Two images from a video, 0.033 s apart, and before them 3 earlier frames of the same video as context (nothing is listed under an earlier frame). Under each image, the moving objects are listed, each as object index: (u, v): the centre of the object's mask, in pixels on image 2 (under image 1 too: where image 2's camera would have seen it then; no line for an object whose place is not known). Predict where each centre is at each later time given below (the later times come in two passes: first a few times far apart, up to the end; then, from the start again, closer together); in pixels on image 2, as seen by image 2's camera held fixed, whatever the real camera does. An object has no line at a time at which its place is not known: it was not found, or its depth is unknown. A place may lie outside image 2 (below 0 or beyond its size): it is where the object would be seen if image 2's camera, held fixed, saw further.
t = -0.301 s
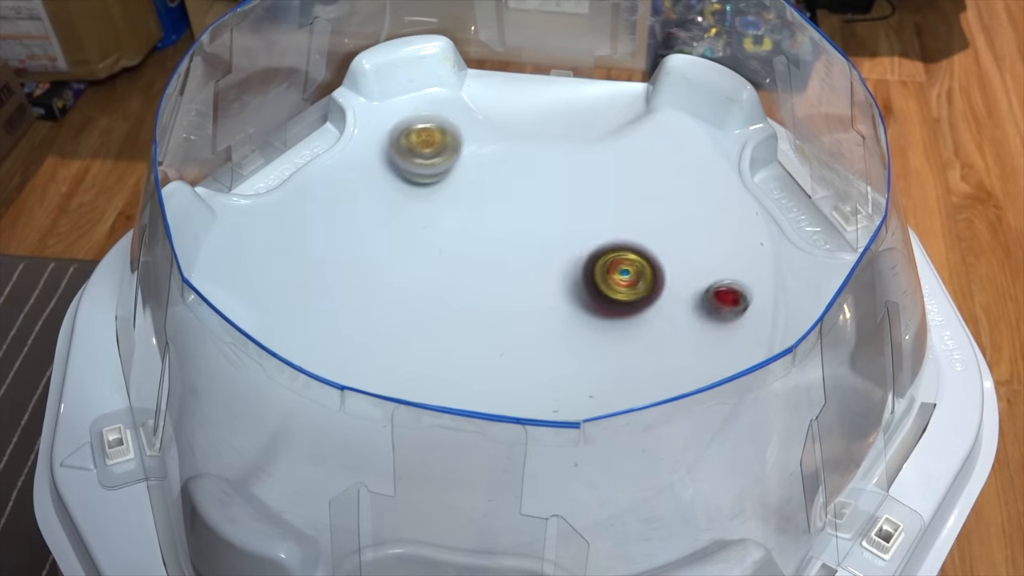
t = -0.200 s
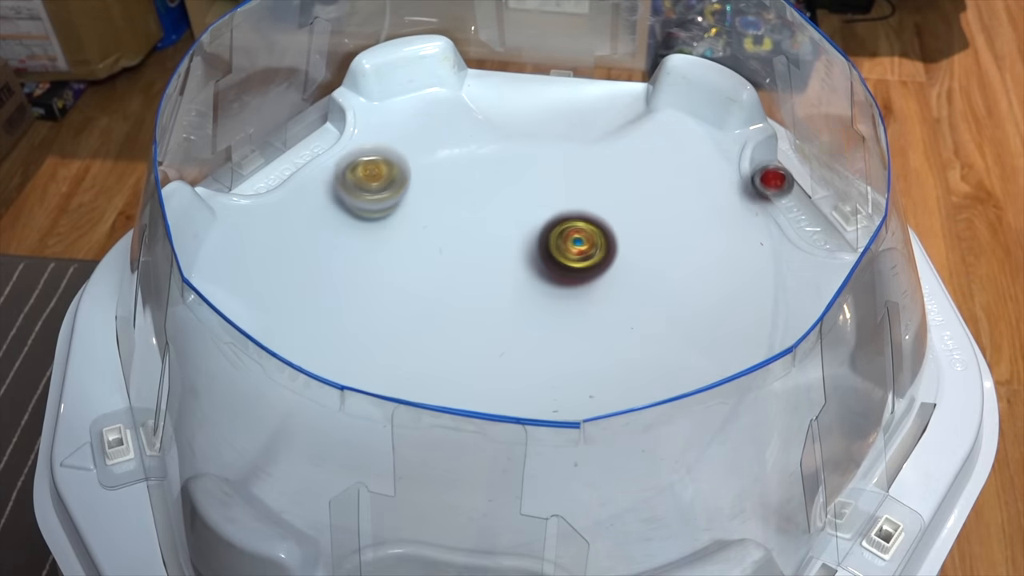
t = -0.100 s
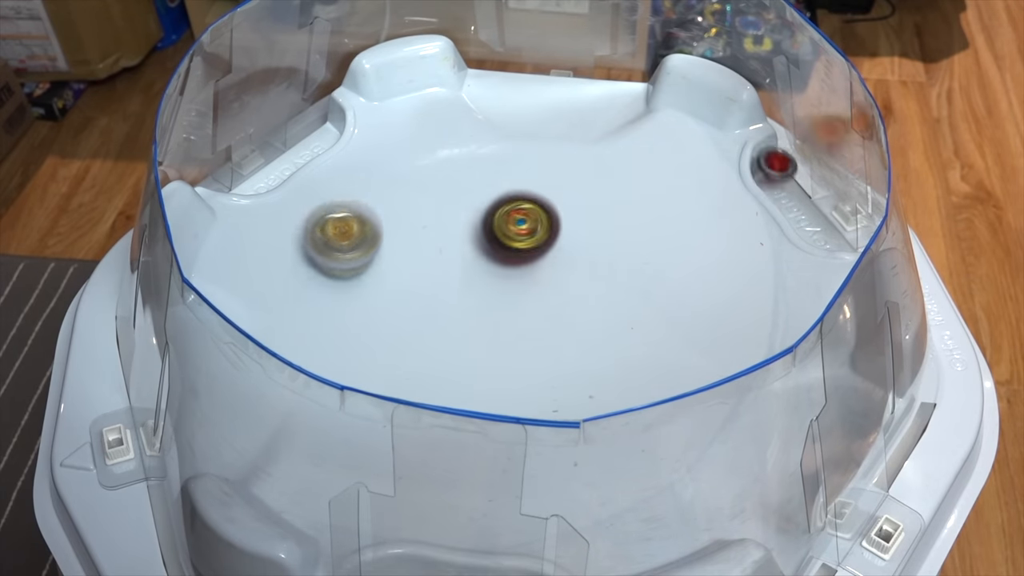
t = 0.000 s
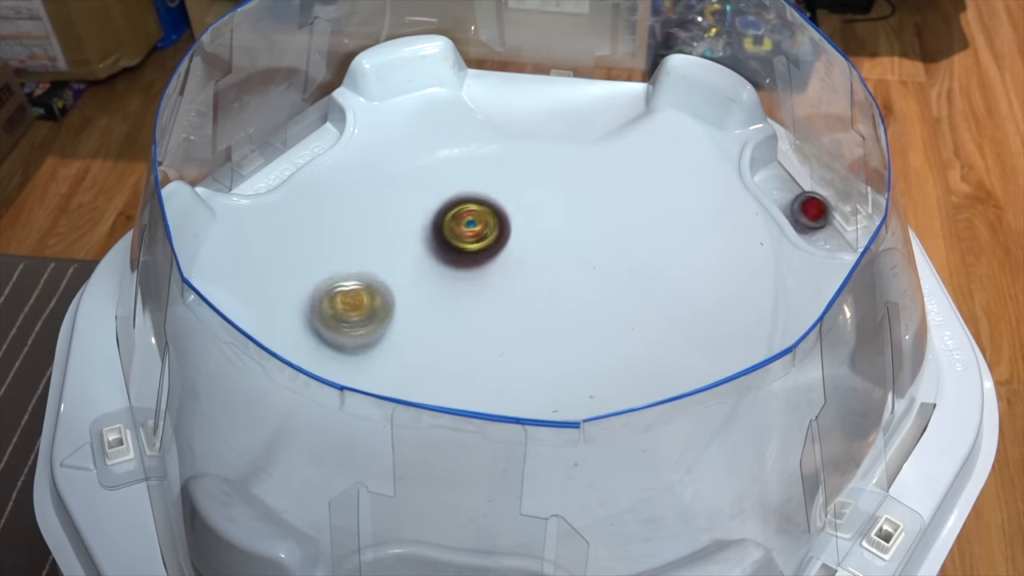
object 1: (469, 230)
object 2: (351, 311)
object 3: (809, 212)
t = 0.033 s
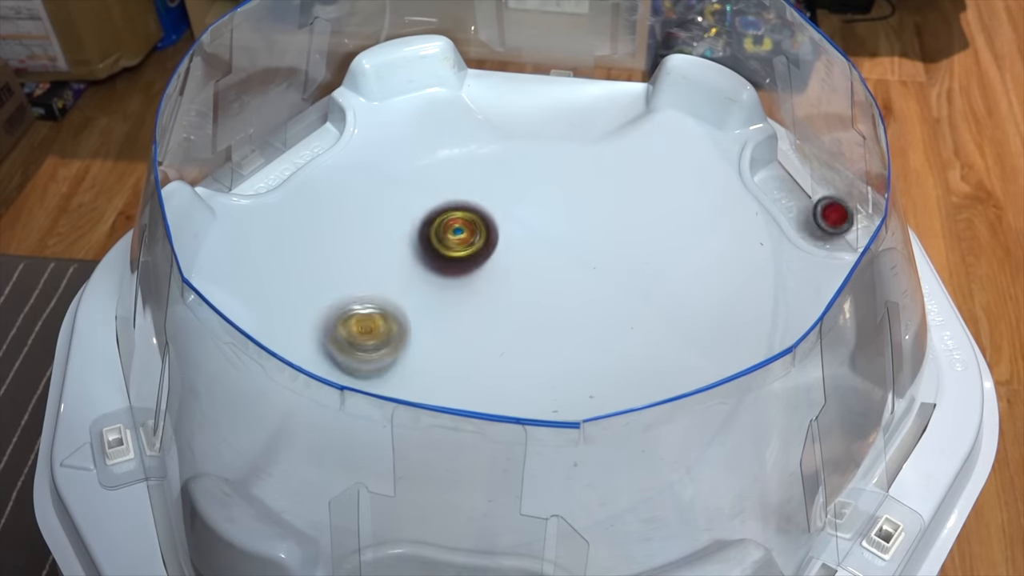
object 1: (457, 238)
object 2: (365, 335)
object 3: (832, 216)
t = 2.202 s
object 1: (418, 295)
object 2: (311, 156)
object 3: (800, 209)
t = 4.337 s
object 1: (498, 234)
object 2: (291, 138)
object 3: (798, 208)
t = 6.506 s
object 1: (440, 324)
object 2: (665, 384)
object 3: (798, 208)
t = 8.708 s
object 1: (505, 334)
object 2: (349, 349)
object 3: (798, 208)
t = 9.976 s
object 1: (477, 343)
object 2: (504, 281)
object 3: (797, 208)
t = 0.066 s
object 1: (451, 242)
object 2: (375, 347)
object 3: (832, 227)
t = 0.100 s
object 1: (443, 254)
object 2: (400, 365)
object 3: (833, 239)
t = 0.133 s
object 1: (438, 268)
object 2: (428, 386)
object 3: (816, 226)
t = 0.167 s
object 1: (437, 284)
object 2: (461, 399)
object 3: (819, 213)
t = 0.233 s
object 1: (447, 319)
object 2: (534, 407)
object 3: (799, 189)
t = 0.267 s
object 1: (458, 334)
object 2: (569, 401)
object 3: (787, 188)
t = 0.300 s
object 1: (473, 350)
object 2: (602, 386)
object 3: (795, 175)
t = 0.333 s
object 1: (491, 362)
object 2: (630, 374)
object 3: (775, 177)
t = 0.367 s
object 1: (511, 372)
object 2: (655, 358)
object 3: (767, 171)
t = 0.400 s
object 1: (535, 377)
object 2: (672, 339)
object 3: (771, 160)
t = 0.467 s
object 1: (578, 379)
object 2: (691, 297)
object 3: (771, 164)
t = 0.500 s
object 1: (598, 375)
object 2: (691, 276)
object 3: (771, 172)
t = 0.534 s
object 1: (614, 369)
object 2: (689, 257)
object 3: (780, 184)
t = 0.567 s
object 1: (627, 360)
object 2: (682, 239)
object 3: (789, 194)
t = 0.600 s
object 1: (637, 349)
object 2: (671, 222)
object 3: (795, 201)
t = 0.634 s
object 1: (643, 337)
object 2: (657, 208)
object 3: (799, 205)
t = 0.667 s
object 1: (645, 323)
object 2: (641, 196)
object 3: (801, 208)
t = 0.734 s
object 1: (638, 297)
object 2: (600, 178)
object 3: (802, 209)
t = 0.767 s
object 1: (630, 284)
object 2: (578, 174)
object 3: (802, 208)
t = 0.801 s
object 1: (619, 273)
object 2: (554, 172)
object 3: (802, 208)
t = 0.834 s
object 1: (605, 262)
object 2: (531, 173)
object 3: (802, 209)
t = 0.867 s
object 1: (589, 254)
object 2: (506, 178)
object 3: (802, 208)
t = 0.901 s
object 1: (571, 248)
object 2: (483, 186)
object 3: (801, 208)
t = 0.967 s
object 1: (532, 245)
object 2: (442, 214)
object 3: (801, 208)
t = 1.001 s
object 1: (511, 248)
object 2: (425, 233)
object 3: (801, 208)
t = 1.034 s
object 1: (496, 254)
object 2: (409, 253)
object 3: (801, 208)
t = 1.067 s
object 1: (491, 261)
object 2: (388, 273)
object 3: (801, 208)
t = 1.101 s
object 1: (486, 274)
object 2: (371, 295)
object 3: (801, 208)
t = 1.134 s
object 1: (483, 286)
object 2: (362, 317)
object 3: (801, 208)
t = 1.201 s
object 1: (479, 315)
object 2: (367, 357)
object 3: (801, 208)
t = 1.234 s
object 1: (480, 329)
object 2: (377, 380)
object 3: (801, 208)
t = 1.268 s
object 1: (482, 343)
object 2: (390, 397)
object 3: (801, 208)
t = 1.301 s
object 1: (487, 356)
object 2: (412, 414)
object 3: (801, 208)
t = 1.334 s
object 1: (494, 365)
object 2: (435, 426)
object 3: (801, 208)
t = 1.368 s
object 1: (504, 373)
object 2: (462, 432)
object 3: (801, 208)
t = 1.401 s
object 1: (515, 376)
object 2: (485, 440)
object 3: (801, 208)
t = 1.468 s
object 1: (541, 377)
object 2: (536, 452)
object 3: (801, 208)
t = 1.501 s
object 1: (552, 375)
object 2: (564, 458)
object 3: (801, 208)
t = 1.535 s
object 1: (565, 372)
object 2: (597, 456)
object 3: (801, 208)
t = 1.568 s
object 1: (576, 366)
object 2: (626, 444)
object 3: (801, 208)
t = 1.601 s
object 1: (585, 358)
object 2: (655, 433)
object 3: (801, 208)
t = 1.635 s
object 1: (590, 348)
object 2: (680, 418)
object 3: (801, 208)
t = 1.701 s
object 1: (592, 329)
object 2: (718, 375)
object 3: (801, 208)
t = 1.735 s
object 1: (588, 319)
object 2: (724, 344)
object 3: (801, 208)
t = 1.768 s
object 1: (581, 310)
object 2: (726, 320)
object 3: (801, 208)
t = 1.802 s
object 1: (572, 302)
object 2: (719, 293)
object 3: (801, 208)
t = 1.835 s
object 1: (561, 294)
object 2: (705, 266)
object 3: (801, 208)
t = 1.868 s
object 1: (548, 287)
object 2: (685, 240)
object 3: (801, 208)
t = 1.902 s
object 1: (533, 282)
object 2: (657, 217)
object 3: (801, 208)
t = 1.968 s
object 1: (501, 275)
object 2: (591, 178)
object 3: (801, 208)
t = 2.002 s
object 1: (485, 274)
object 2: (553, 164)
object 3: (801, 208)
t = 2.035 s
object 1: (470, 275)
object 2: (514, 152)
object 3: (801, 208)
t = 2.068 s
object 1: (456, 276)
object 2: (471, 146)
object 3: (801, 208)
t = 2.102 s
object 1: (445, 279)
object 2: (432, 141)
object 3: (800, 209)
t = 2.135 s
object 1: (434, 283)
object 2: (390, 143)
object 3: (800, 209)
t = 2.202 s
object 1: (418, 295)
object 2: (311, 156)
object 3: (800, 209)
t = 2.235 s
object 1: (413, 301)
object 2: (274, 164)
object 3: (800, 209)
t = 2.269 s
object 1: (410, 308)
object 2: (245, 183)
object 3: (800, 209)
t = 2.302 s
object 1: (410, 316)
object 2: (232, 206)
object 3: (800, 209)
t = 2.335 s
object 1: (412, 323)
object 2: (237, 238)
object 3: (800, 209)
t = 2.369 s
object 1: (417, 331)
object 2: (245, 277)
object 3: (800, 209)
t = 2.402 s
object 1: (426, 339)
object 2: (255, 313)
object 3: (800, 209)
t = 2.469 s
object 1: (449, 350)
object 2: (274, 378)
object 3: (800, 209)
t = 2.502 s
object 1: (462, 353)
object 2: (285, 404)
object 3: (800, 209)
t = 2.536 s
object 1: (477, 353)
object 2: (301, 427)
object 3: (800, 209)
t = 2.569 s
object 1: (492, 353)
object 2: (324, 449)
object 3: (800, 209)
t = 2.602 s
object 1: (507, 350)
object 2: (357, 471)
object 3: (800, 209)
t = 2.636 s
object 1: (521, 345)
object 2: (398, 487)
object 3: (800, 209)
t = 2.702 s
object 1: (543, 328)
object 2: (491, 506)
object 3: (800, 209)
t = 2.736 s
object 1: (551, 317)
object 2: (550, 505)
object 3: (800, 209)
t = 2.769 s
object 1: (558, 306)
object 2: (603, 498)
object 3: (800, 209)
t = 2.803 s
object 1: (562, 295)
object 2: (657, 487)
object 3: (800, 209)
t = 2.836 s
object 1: (563, 284)
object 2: (704, 465)
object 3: (800, 209)
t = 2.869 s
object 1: (562, 272)
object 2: (752, 452)
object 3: (800, 209)
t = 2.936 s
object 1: (555, 252)
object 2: (831, 412)
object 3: (800, 209)
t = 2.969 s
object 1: (549, 244)
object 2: (833, 380)
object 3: (800, 209)
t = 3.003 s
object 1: (542, 237)
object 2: (825, 346)
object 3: (800, 209)
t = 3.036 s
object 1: (535, 232)
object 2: (788, 317)
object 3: (800, 208)
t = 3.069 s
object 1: (526, 228)
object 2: (762, 309)
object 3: (800, 209)
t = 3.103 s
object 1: (517, 227)
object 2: (728, 293)
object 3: (800, 209)
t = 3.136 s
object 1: (508, 226)
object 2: (692, 275)
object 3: (800, 209)
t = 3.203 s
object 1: (491, 231)
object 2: (613, 235)
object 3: (799, 209)
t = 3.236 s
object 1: (484, 236)
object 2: (571, 216)
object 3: (799, 209)
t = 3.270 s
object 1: (464, 248)
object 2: (537, 192)
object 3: (799, 209)
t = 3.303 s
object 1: (431, 264)
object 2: (518, 166)
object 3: (799, 209)
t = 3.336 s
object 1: (402, 283)
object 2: (497, 143)
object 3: (799, 209)
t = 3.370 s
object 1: (382, 298)
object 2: (475, 125)
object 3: (799, 209)
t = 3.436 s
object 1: (361, 333)
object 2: (430, 102)
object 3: (799, 209)
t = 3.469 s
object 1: (361, 348)
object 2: (405, 97)
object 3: (799, 209)
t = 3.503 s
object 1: (368, 360)
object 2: (382, 92)
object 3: (799, 209)
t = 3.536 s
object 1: (376, 379)
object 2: (359, 96)
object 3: (799, 209)
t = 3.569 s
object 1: (391, 392)
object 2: (342, 97)
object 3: (799, 209)
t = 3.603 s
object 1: (409, 402)
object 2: (330, 113)
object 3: (799, 209)
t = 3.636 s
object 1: (431, 410)
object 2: (310, 121)
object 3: (799, 209)
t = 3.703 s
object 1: (480, 416)
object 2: (282, 141)
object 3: (799, 208)
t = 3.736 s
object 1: (507, 414)
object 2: (268, 154)
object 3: (799, 208)
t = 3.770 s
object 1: (531, 408)
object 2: (256, 162)
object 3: (799, 208)
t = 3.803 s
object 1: (554, 398)
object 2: (244, 166)
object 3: (799, 208)
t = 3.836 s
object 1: (574, 387)
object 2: (239, 165)
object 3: (799, 208)
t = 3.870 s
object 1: (589, 378)
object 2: (237, 165)
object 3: (799, 208)
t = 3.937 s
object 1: (610, 348)
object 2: (257, 164)
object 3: (799, 208)
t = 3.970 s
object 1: (617, 332)
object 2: (271, 159)
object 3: (799, 209)
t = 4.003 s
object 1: (616, 316)
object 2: (281, 146)
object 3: (799, 209)
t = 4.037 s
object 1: (614, 300)
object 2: (293, 134)
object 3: (799, 209)
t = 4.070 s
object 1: (608, 286)
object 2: (308, 123)
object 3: (799, 208)
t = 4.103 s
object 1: (599, 273)
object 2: (321, 115)
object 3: (799, 208)
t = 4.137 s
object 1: (588, 261)
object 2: (333, 107)
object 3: (798, 208)
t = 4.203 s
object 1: (561, 243)
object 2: (332, 102)
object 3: (798, 208)
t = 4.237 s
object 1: (546, 238)
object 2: (323, 112)
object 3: (798, 208)
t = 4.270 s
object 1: (530, 234)
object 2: (313, 120)
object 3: (798, 208)
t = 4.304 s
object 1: (513, 233)
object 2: (299, 129)
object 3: (798, 208)
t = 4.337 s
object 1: (498, 234)
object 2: (291, 138)
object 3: (798, 208)
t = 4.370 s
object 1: (484, 237)
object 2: (279, 146)
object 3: (798, 208)
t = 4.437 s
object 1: (458, 249)
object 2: (253, 161)
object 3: (798, 208)
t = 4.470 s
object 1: (449, 258)
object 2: (250, 162)
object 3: (798, 208)
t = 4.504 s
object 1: (442, 267)
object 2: (252, 165)
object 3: (798, 208)
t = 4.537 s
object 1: (437, 278)
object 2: (254, 165)
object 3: (798, 208)
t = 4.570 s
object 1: (435, 290)
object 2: (263, 171)
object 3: (798, 208)
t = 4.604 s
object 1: (436, 301)
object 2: (274, 181)
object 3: (798, 208)
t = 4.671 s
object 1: (447, 323)
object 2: (301, 205)
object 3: (798, 208)
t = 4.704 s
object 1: (455, 333)
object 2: (316, 224)
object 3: (798, 208)
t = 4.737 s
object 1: (467, 342)
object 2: (334, 243)
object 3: (798, 208)
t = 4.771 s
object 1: (479, 349)
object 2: (356, 265)
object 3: (798, 208)
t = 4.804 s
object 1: (494, 354)
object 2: (379, 289)
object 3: (798, 208)
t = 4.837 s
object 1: (509, 357)
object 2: (402, 314)
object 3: (798, 208)
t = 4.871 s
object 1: (525, 357)
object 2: (431, 337)
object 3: (798, 208)
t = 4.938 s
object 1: (611, 355)
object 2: (430, 365)
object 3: (798, 208)
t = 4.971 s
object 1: (660, 350)
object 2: (421, 372)
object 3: (798, 208)
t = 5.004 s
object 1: (701, 339)
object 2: (410, 383)
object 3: (798, 208)
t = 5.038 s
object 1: (732, 330)
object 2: (408, 394)
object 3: (798, 208)
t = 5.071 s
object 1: (758, 319)
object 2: (406, 400)
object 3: (798, 208)
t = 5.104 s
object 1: (776, 307)
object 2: (407, 406)
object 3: (798, 208)
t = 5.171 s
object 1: (797, 287)
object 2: (413, 410)
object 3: (798, 208)
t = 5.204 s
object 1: (802, 279)
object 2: (421, 409)
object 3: (798, 208)
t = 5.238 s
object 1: (806, 272)
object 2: (431, 406)
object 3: (798, 208)
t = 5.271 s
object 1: (809, 266)
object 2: (444, 400)
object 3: (798, 208)
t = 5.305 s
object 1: (808, 263)
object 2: (460, 394)
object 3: (798, 208)
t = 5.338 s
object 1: (806, 260)
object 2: (476, 380)
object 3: (798, 208)
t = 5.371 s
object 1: (801, 259)
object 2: (491, 372)
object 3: (798, 208)
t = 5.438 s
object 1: (784, 257)
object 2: (518, 335)
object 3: (798, 208)
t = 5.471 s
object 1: (775, 259)
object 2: (528, 313)
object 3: (798, 208)
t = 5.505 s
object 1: (763, 260)
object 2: (534, 291)
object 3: (798, 208)
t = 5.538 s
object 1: (750, 261)
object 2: (537, 267)
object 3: (798, 208)
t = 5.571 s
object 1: (736, 265)
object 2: (537, 244)
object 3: (798, 208)
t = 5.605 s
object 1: (719, 268)
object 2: (533, 223)
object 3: (798, 208)
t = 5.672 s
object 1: (684, 277)
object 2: (520, 189)
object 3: (798, 208)
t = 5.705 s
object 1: (660, 282)
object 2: (508, 175)
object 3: (798, 208)
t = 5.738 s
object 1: (638, 287)
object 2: (499, 164)
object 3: (798, 208)
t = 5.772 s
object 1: (615, 293)
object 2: (488, 153)
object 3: (798, 208)
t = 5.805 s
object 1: (590, 299)
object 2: (478, 145)
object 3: (798, 208)
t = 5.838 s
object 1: (566, 302)
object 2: (471, 138)
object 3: (798, 208)
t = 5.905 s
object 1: (522, 311)
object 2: (460, 129)
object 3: (798, 208)
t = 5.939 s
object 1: (501, 315)
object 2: (455, 129)
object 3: (798, 208)
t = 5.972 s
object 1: (483, 319)
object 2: (452, 131)
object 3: (798, 208)
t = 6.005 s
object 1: (468, 322)
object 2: (450, 138)
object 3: (798, 208)
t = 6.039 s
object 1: (454, 326)
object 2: (447, 146)
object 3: (798, 208)
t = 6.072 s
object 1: (442, 330)
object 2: (446, 157)
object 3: (798, 208)
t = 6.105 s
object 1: (433, 332)
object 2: (446, 171)
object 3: (798, 208)
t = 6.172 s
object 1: (423, 339)
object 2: (451, 210)
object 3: (798, 208)
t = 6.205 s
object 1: (420, 342)
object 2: (457, 235)
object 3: (798, 208)
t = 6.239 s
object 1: (419, 343)
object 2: (468, 262)
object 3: (798, 208)
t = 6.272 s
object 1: (418, 344)
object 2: (484, 290)
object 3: (798, 208)
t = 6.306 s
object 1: (419, 344)
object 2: (504, 316)
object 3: (798, 208)
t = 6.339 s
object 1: (421, 342)
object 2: (527, 339)
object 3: (798, 208)
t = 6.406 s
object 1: (428, 338)
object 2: (580, 371)
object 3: (798, 208)
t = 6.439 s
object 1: (431, 333)
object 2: (609, 377)
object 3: (798, 208)
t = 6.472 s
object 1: (435, 330)
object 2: (638, 383)
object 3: (798, 208)
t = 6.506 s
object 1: (440, 324)
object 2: (665, 384)
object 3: (798, 208)
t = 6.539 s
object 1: (446, 319)
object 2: (692, 384)
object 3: (798, 208)
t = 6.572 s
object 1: (451, 313)
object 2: (717, 384)
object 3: (798, 208)
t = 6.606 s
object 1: (457, 307)
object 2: (741, 385)
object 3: (798, 208)
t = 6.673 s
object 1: (468, 293)
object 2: (780, 398)
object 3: (798, 208)
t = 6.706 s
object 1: (473, 286)
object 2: (796, 404)
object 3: (798, 208)
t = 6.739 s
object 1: (478, 279)
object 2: (810, 416)
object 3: (798, 208)
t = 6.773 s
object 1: (482, 272)
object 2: (819, 427)
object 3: (798, 208)
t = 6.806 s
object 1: (487, 266)
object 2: (813, 431)
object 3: (798, 208)
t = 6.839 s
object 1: (492, 260)
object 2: (797, 430)
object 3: (798, 208)
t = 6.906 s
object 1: (501, 249)
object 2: (764, 433)
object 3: (798, 208)
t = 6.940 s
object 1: (506, 245)
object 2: (746, 434)
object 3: (798, 208)
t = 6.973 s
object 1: (510, 241)
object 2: (725, 438)
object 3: (798, 208)
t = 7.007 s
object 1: (515, 238)
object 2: (707, 438)
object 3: (798, 208)
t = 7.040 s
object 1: (519, 236)
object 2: (688, 438)
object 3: (798, 208)
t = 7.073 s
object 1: (524, 235)
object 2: (671, 437)
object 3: (798, 208)
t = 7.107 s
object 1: (529, 235)
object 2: (657, 431)
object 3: (798, 208)
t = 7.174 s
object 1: (538, 238)
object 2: (623, 410)
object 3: (798, 208)
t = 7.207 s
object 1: (542, 241)
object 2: (608, 395)
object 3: (798, 208)
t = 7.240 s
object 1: (547, 244)
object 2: (595, 381)
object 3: (798, 208)
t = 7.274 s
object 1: (552, 248)
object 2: (580, 365)
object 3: (798, 208)
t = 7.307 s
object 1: (556, 252)
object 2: (564, 349)
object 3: (798, 208)
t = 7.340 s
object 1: (561, 257)
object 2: (545, 330)
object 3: (798, 208)
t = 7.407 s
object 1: (582, 236)
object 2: (485, 326)
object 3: (798, 208)
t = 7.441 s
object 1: (590, 228)
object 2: (452, 324)
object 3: (798, 208)
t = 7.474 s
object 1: (596, 223)
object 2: (421, 322)
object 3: (798, 208)
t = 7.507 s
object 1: (601, 220)
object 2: (393, 322)
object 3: (798, 208)
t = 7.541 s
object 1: (603, 220)
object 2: (369, 322)
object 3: (798, 208)
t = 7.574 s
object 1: (606, 221)
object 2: (348, 324)
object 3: (798, 208)
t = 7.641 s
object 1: (609, 227)
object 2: (309, 324)
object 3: (798, 208)
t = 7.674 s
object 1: (609, 231)
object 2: (292, 322)
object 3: (798, 208)
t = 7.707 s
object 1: (607, 237)
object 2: (280, 321)
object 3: (798, 208)
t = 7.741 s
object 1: (605, 245)
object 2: (268, 322)
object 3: (798, 208)
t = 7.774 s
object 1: (601, 253)
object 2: (260, 318)
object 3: (798, 208)
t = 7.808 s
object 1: (598, 261)
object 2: (250, 312)
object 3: (798, 208)
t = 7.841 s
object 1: (594, 270)
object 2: (243, 304)
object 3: (798, 208)
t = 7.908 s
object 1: (584, 290)
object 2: (232, 289)
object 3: (798, 208)
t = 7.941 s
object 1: (579, 300)
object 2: (220, 288)
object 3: (798, 208)
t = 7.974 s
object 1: (573, 308)
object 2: (211, 292)
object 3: (798, 208)
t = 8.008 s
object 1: (566, 318)
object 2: (207, 297)
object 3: (798, 208)
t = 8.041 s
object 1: (560, 326)
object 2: (203, 302)
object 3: (798, 208)
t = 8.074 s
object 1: (554, 333)
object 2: (200, 308)
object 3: (798, 208)
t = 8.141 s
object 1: (540, 348)
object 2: (199, 317)
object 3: (798, 208)
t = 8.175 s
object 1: (534, 352)
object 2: (200, 317)
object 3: (798, 208)
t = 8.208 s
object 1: (527, 358)
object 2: (201, 316)
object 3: (798, 208)
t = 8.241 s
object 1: (518, 363)
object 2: (203, 318)
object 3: (798, 208)
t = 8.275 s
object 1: (514, 365)
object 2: (208, 320)
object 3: (798, 208)
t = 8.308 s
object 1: (507, 368)
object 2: (216, 320)
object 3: (798, 208)
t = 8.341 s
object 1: (498, 370)
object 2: (227, 319)
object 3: (798, 208)
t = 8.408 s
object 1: (485, 371)
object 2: (246, 324)
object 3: (798, 208)
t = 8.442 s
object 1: (478, 370)
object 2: (257, 326)
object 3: (798, 208)
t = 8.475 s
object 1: (471, 367)
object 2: (267, 328)
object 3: (798, 208)
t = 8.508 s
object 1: (466, 365)
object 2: (278, 334)
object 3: (798, 208)
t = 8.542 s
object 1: (461, 361)
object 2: (293, 340)
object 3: (798, 208)
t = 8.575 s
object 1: (456, 356)
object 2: (315, 338)
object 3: (798, 208)
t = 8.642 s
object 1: (451, 348)
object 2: (349, 350)
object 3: (798, 208)
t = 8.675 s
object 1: (450, 342)
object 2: (372, 353)
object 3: (798, 208)
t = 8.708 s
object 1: (505, 334)
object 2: (349, 349)
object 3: (798, 208)
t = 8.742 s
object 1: (557, 322)
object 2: (328, 347)
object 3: (798, 208)
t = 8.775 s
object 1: (604, 305)
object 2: (319, 342)
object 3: (798, 208)
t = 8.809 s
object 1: (648, 287)
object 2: (308, 341)
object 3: (798, 208)
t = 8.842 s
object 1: (682, 269)
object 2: (311, 340)
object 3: (798, 208)
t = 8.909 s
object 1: (730, 238)
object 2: (318, 341)
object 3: (798, 208)
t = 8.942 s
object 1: (745, 225)
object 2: (326, 341)
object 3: (798, 208)
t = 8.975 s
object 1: (756, 214)
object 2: (339, 343)
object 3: (803, 208)
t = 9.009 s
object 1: (763, 206)
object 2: (356, 344)
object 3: (807, 209)
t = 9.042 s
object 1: (766, 200)
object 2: (371, 343)
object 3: (809, 213)
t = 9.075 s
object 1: (764, 196)
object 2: (393, 345)
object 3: (807, 213)
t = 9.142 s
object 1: (743, 201)
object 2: (437, 345)
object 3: (800, 209)
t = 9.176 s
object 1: (731, 205)
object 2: (457, 340)
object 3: (798, 208)
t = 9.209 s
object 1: (716, 211)
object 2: (483, 339)
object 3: (798, 208)
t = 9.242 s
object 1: (702, 217)
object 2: (504, 331)
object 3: (798, 208)
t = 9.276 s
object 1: (687, 226)
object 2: (528, 325)
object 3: (798, 208)
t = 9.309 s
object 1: (671, 236)
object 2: (547, 311)
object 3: (798, 208)
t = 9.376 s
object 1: (654, 259)
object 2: (570, 280)
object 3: (797, 208)
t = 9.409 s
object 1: (671, 272)
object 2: (552, 252)
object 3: (798, 208)
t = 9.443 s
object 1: (680, 283)
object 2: (535, 235)
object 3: (798, 208)
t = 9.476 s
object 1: (683, 295)
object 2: (519, 228)
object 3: (797, 208)
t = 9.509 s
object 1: (681, 307)
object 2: (506, 213)
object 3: (797, 208)
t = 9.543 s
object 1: (676, 318)
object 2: (493, 198)
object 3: (798, 208)
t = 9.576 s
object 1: (669, 329)
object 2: (482, 187)
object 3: (797, 208)
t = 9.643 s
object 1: (647, 348)
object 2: (467, 178)
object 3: (797, 208)
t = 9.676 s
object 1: (633, 356)
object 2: (465, 178)
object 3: (797, 208)
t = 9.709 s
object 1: (617, 362)
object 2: (464, 183)
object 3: (797, 208)
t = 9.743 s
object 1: (599, 367)
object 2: (465, 189)
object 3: (797, 208)
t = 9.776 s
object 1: (582, 369)
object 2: (464, 198)
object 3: (797, 208)
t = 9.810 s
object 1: (564, 370)
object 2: (465, 208)
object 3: (797, 208)
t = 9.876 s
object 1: (530, 365)
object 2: (472, 233)
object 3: (797, 208)
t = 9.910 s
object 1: (512, 358)
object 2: (480, 246)
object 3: (797, 208)
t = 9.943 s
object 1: (495, 353)
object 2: (491, 264)
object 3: (797, 208)
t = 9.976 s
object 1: (477, 343)
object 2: (504, 281)
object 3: (797, 208)
